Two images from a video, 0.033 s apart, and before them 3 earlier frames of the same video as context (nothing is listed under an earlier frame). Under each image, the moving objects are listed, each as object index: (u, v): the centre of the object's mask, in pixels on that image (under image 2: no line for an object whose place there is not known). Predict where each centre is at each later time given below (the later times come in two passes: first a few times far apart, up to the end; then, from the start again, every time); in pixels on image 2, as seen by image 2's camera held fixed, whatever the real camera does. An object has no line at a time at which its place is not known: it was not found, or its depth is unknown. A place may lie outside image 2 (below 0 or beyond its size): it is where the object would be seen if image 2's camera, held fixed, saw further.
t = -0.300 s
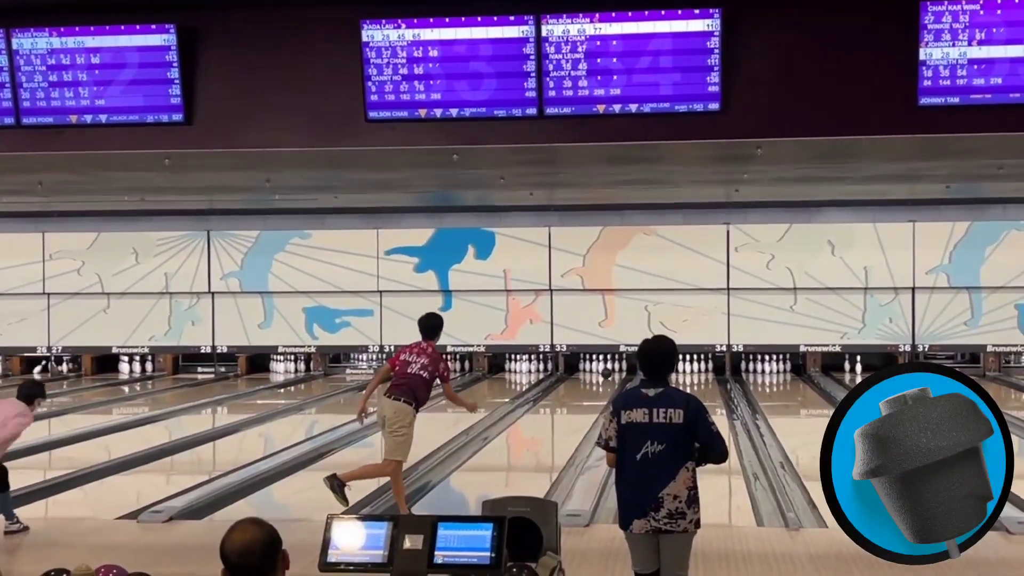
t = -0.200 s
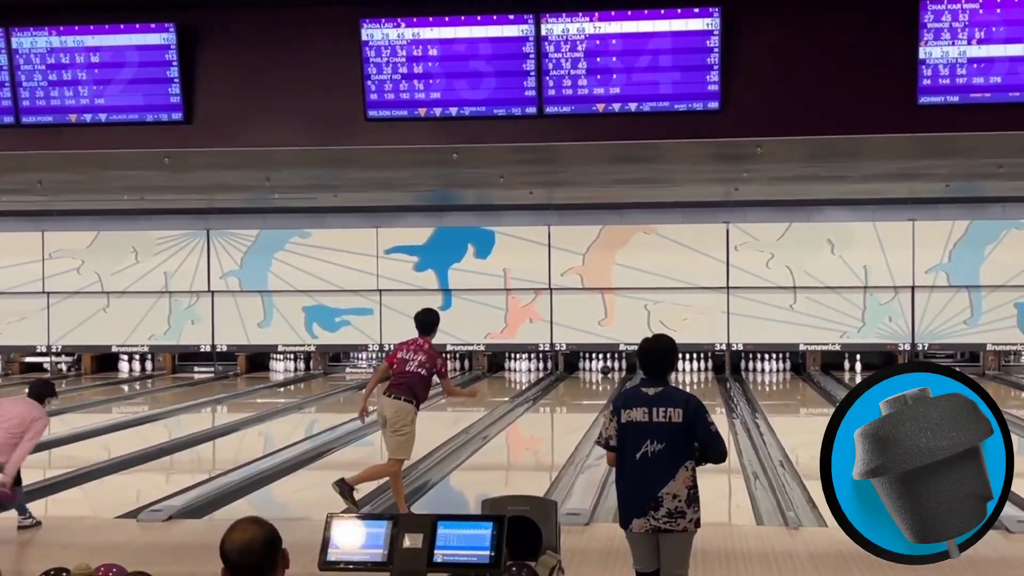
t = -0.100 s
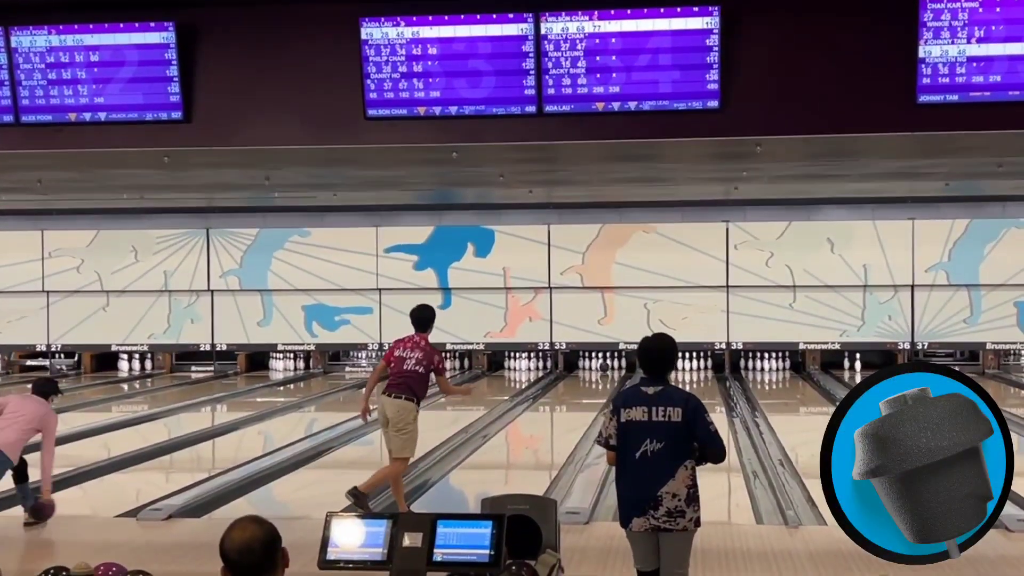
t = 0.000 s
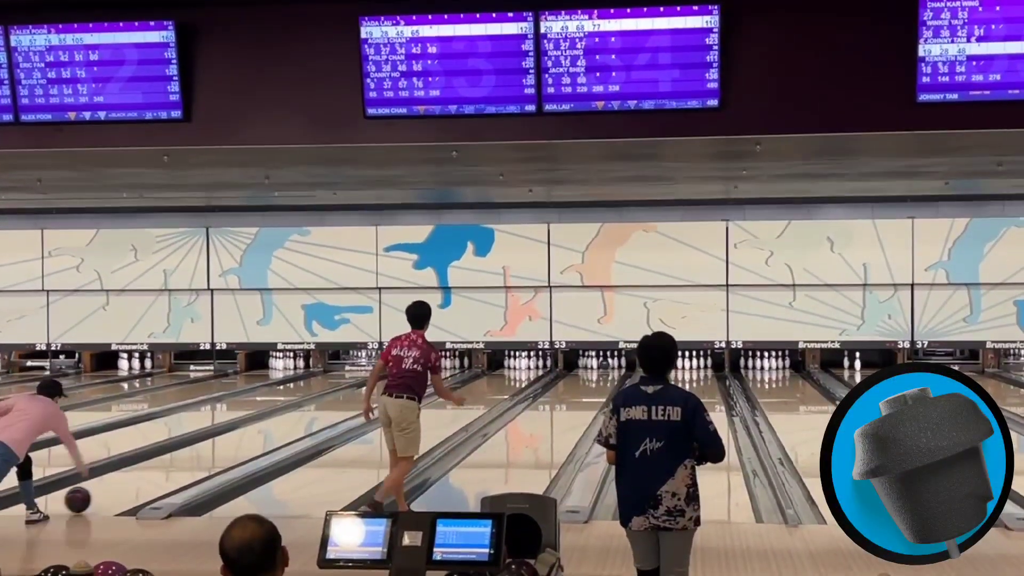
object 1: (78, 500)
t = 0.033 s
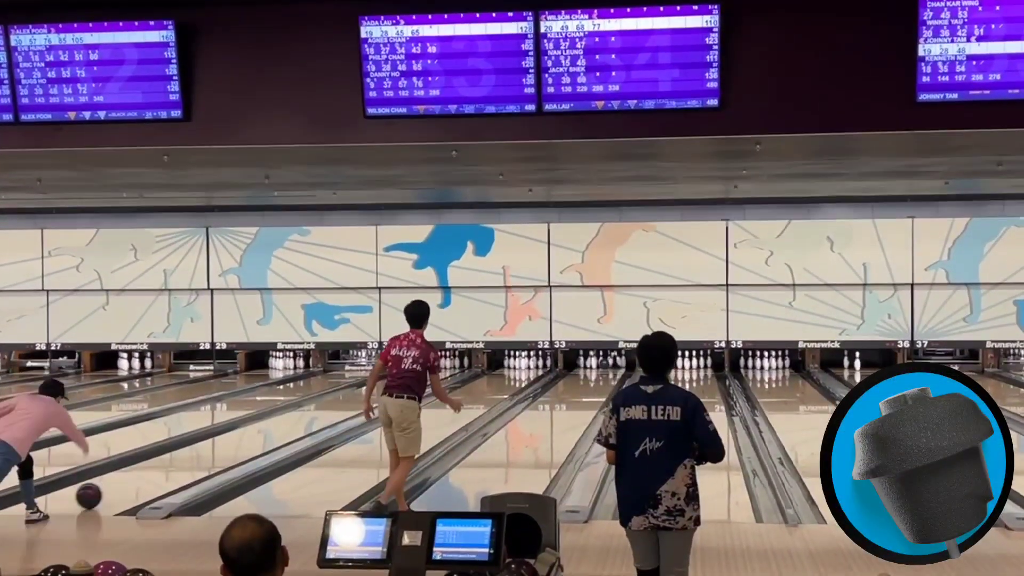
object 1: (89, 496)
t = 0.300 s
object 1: (164, 468)
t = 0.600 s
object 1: (229, 445)
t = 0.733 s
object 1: (253, 435)
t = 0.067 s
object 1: (99, 492)
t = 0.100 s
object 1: (110, 488)
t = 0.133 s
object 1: (119, 485)
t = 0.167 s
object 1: (129, 481)
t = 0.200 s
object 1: (138, 478)
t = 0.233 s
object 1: (147, 474)
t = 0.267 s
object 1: (156, 471)
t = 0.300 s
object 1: (164, 468)
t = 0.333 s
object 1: (173, 465)
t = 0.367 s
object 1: (180, 462)
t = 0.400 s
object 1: (188, 460)
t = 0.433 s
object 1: (195, 457)
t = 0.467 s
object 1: (203, 454)
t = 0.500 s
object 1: (210, 452)
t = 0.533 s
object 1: (216, 449)
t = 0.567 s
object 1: (223, 447)
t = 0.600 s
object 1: (229, 445)
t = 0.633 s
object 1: (235, 442)
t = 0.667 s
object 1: (241, 440)
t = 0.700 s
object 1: (247, 438)
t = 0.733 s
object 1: (253, 435)
